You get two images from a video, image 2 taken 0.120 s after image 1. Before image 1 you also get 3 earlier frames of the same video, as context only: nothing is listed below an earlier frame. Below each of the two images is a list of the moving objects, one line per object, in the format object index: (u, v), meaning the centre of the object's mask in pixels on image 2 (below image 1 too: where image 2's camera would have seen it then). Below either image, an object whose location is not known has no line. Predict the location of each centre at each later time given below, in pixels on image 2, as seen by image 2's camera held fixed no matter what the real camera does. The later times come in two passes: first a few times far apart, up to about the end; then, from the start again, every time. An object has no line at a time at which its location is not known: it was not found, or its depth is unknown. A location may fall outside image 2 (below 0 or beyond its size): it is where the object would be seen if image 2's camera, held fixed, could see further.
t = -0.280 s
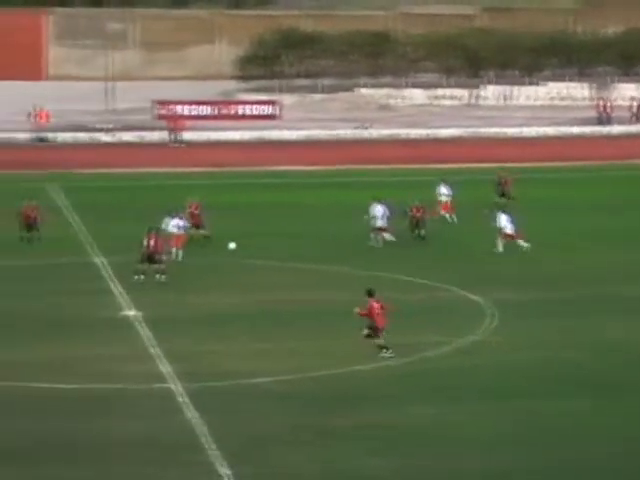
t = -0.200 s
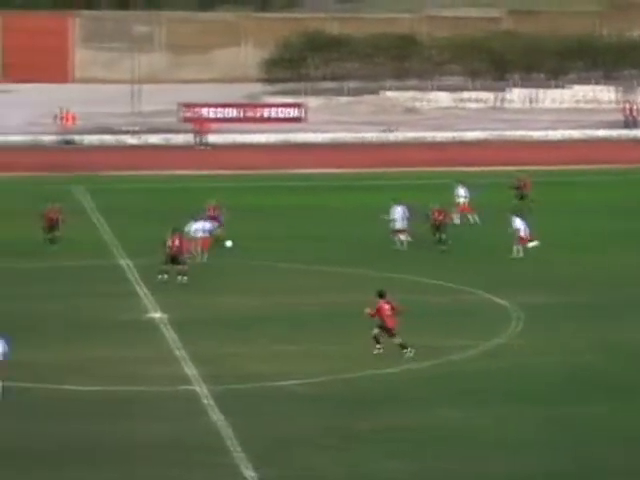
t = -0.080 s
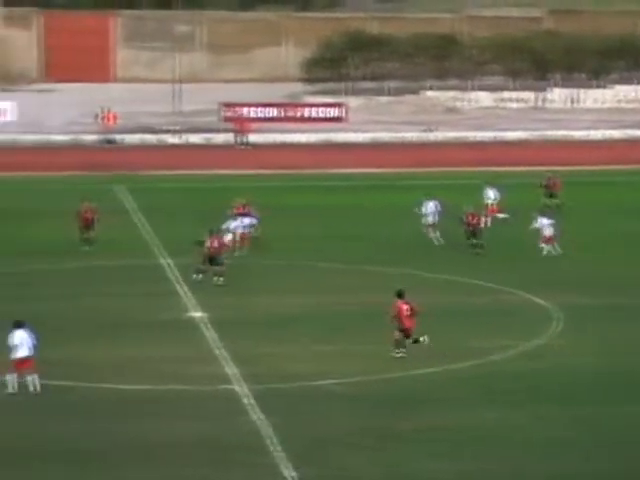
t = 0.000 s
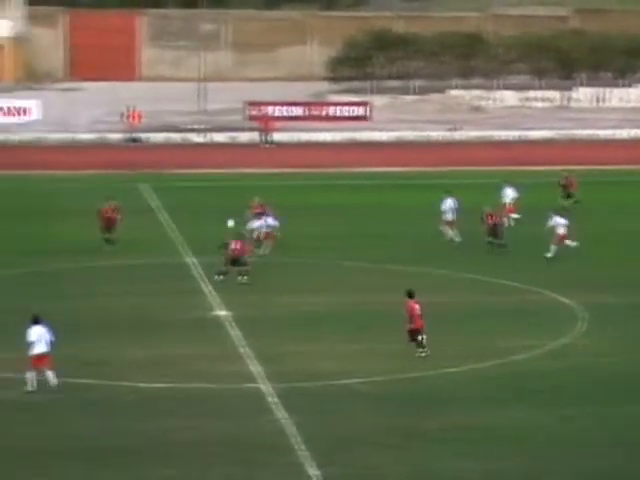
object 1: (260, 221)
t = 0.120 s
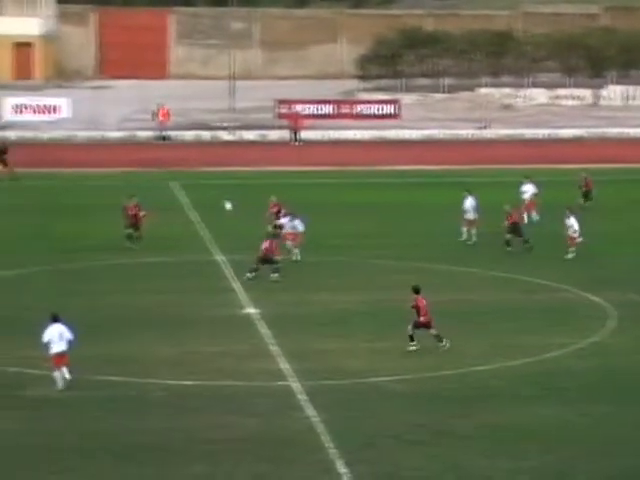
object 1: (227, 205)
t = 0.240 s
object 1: (195, 195)
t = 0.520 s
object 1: (122, 191)
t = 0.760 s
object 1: (58, 210)
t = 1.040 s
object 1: (-15, 257)
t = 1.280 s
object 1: (-73, 262)
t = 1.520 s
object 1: (-129, 241)
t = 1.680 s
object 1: (-167, 237)
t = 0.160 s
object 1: (217, 201)
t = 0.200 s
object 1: (206, 198)
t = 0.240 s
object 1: (195, 195)
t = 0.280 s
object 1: (185, 193)
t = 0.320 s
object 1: (174, 191)
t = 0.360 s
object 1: (164, 190)
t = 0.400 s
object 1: (153, 189)
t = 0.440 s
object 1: (143, 190)
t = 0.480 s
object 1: (132, 190)
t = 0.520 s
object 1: (122, 191)
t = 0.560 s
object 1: (110, 193)
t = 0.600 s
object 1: (100, 195)
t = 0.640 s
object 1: (89, 197)
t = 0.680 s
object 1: (79, 201)
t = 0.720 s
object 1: (69, 205)
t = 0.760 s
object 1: (58, 210)
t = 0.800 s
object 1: (47, 215)
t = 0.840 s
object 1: (37, 220)
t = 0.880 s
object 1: (26, 227)
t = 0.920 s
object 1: (16, 233)
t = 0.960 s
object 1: (6, 241)
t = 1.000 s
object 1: (-5, 249)
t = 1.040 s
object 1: (-15, 257)
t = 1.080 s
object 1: (-25, 267)
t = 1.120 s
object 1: (-35, 276)
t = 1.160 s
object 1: (-45, 282)
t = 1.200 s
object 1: (-55, 275)
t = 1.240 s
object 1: (-64, 268)
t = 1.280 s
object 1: (-73, 262)
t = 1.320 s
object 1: (-82, 257)
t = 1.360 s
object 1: (-92, 253)
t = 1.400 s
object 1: (-101, 249)
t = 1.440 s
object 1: (-110, 246)
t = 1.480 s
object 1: (-120, 243)
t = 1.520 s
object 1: (-129, 241)
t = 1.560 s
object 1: (-139, 239)
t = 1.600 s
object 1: (-148, 238)
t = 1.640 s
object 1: (-157, 237)
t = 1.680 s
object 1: (-167, 237)
